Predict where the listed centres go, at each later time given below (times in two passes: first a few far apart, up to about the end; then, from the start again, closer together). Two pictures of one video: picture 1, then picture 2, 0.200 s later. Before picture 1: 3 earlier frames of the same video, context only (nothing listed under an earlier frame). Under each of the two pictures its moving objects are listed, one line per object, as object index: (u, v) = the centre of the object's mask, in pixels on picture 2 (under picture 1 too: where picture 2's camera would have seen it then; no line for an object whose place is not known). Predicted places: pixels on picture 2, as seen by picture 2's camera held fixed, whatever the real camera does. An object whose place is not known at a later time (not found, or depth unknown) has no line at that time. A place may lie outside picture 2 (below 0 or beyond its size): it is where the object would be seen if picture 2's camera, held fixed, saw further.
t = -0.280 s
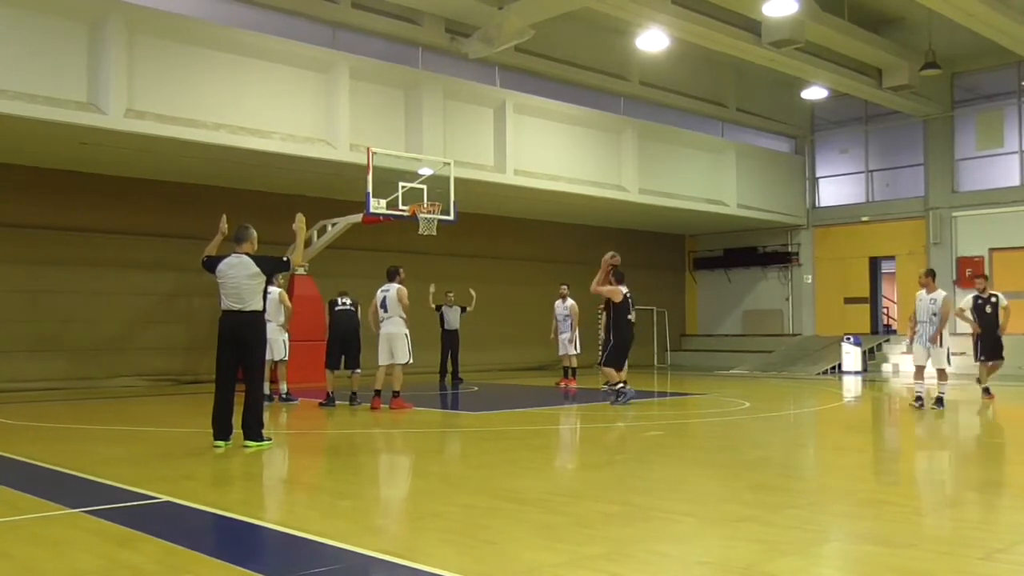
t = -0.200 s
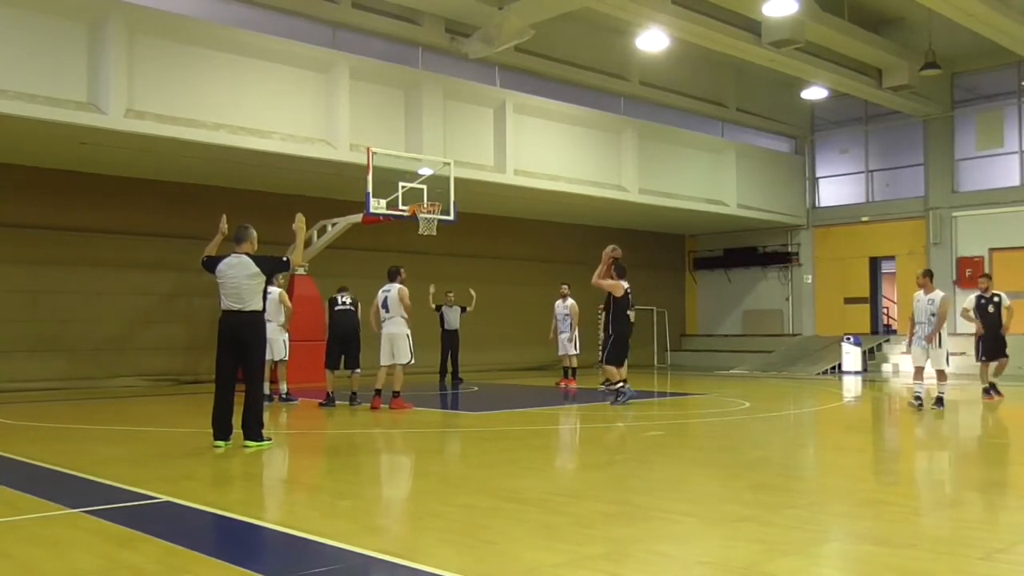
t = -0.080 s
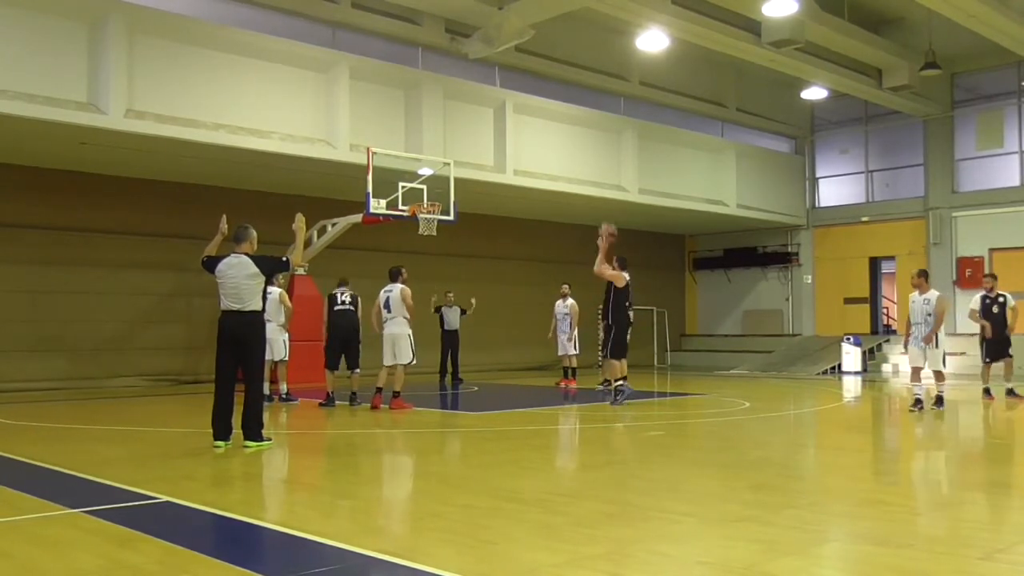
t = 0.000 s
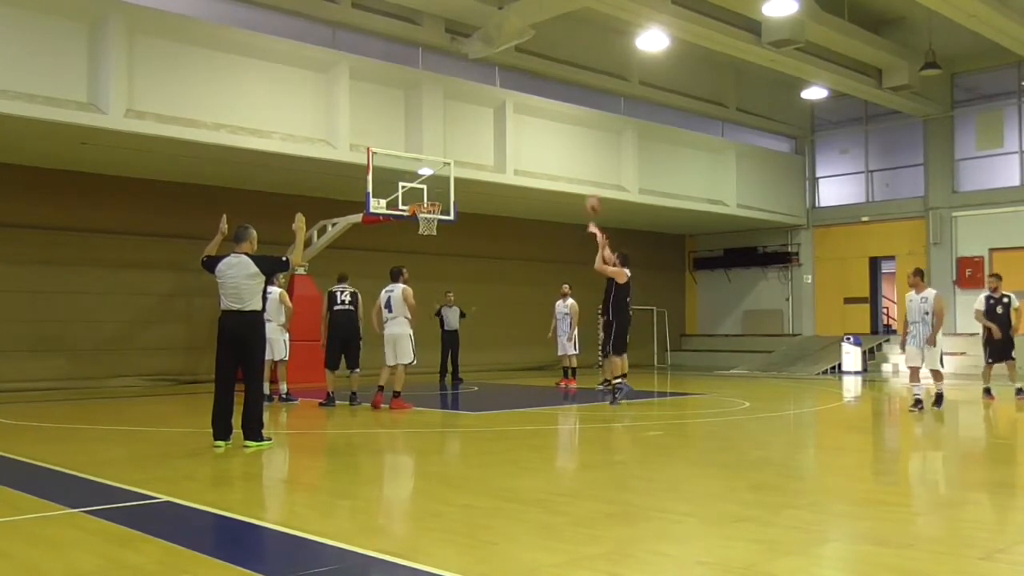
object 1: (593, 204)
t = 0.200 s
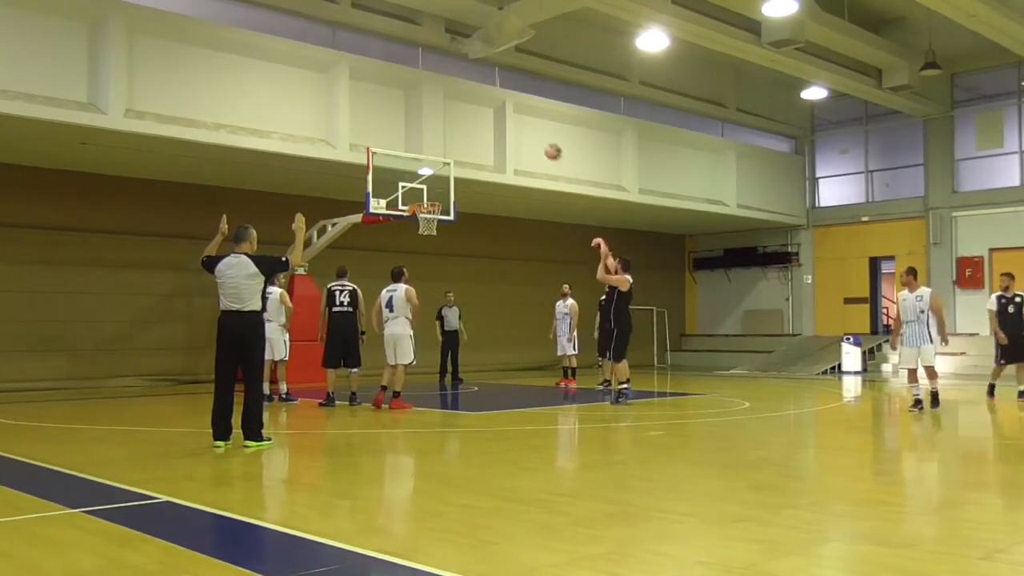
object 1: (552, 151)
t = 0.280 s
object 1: (538, 139)
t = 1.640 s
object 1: (431, 206)
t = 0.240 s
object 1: (545, 145)
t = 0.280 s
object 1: (538, 139)
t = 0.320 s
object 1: (531, 135)
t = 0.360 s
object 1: (523, 132)
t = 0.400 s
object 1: (517, 130)
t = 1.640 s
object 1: (431, 206)
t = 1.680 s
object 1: (431, 213)
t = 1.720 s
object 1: (432, 217)
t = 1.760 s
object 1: (433, 224)
